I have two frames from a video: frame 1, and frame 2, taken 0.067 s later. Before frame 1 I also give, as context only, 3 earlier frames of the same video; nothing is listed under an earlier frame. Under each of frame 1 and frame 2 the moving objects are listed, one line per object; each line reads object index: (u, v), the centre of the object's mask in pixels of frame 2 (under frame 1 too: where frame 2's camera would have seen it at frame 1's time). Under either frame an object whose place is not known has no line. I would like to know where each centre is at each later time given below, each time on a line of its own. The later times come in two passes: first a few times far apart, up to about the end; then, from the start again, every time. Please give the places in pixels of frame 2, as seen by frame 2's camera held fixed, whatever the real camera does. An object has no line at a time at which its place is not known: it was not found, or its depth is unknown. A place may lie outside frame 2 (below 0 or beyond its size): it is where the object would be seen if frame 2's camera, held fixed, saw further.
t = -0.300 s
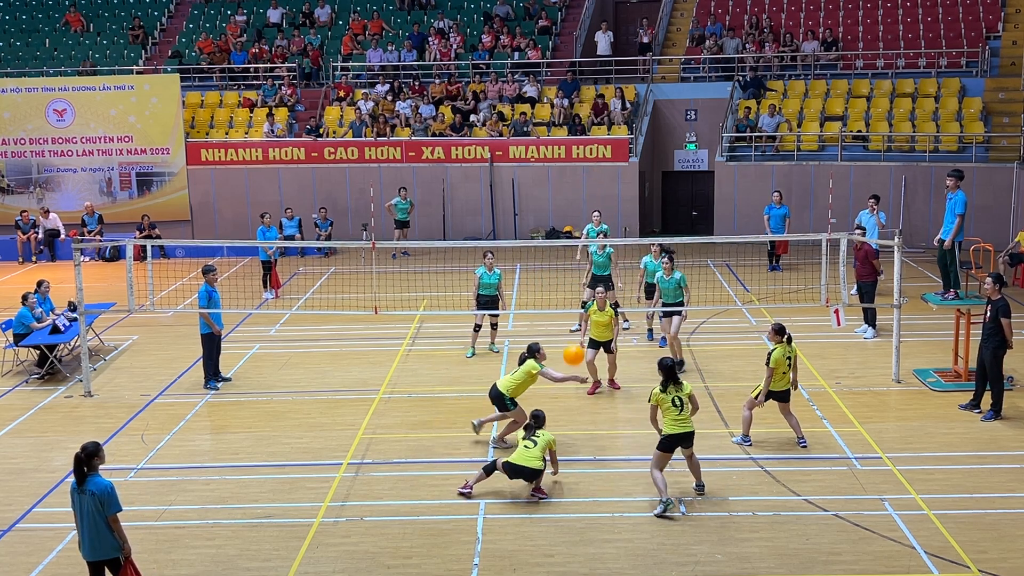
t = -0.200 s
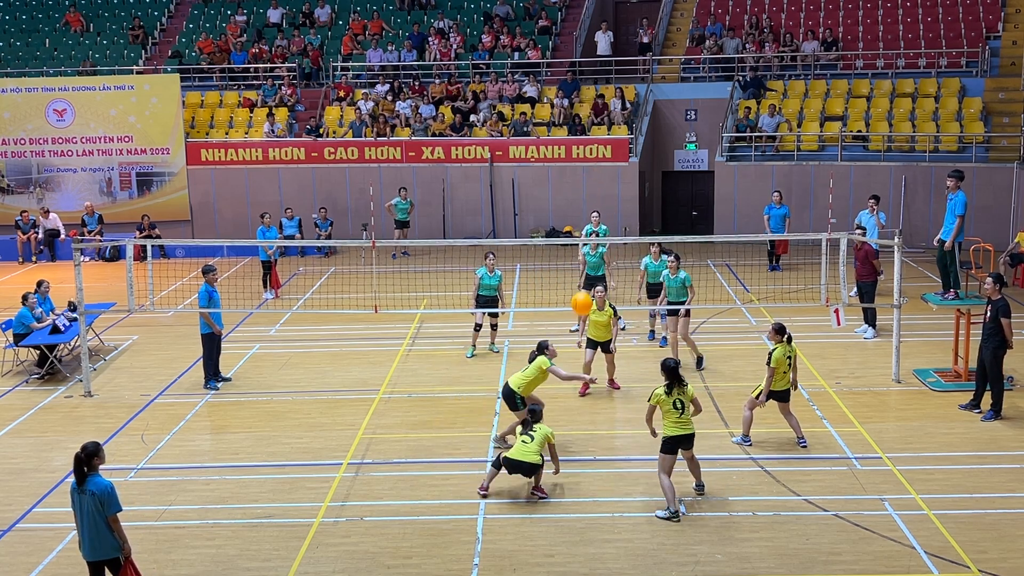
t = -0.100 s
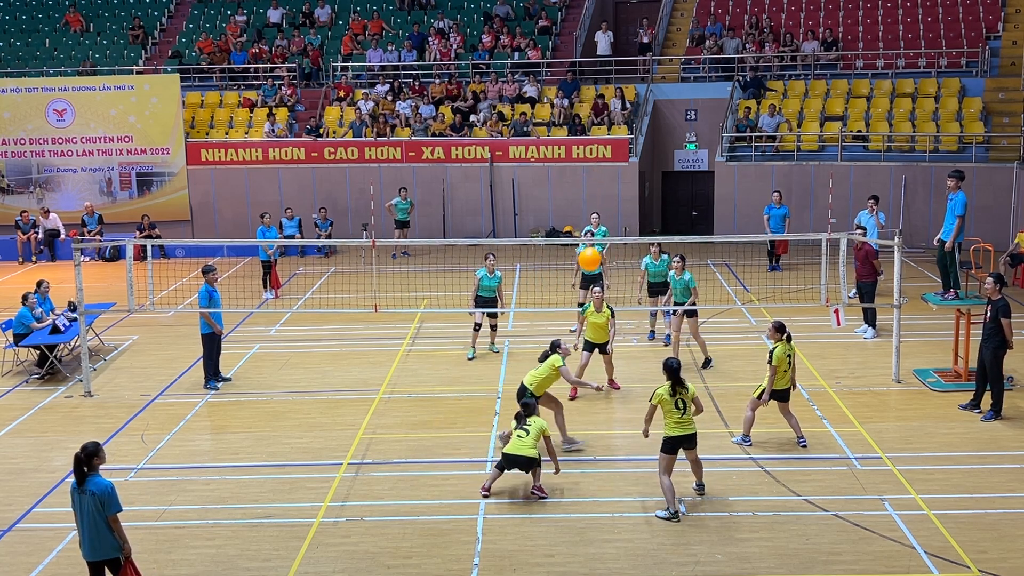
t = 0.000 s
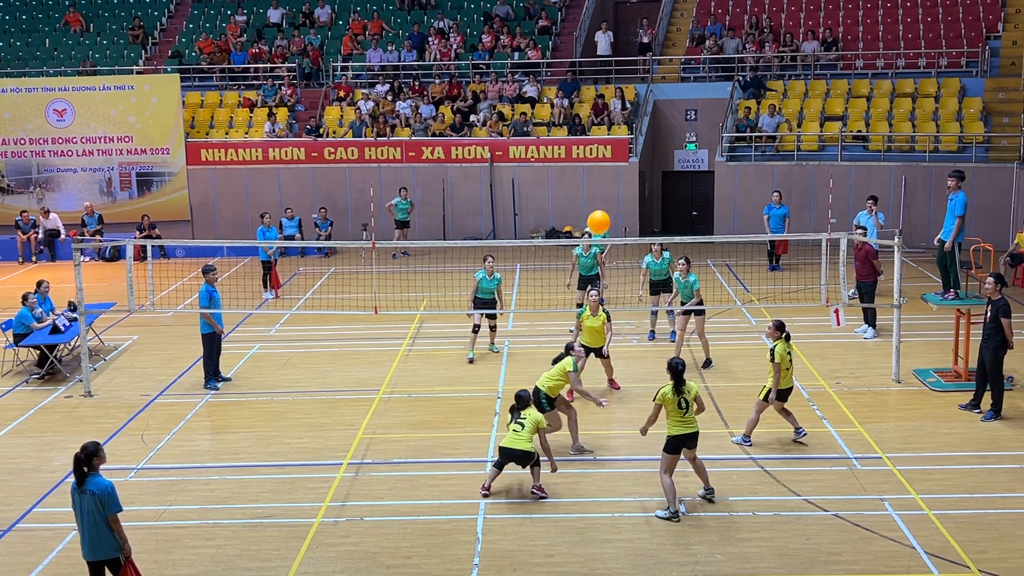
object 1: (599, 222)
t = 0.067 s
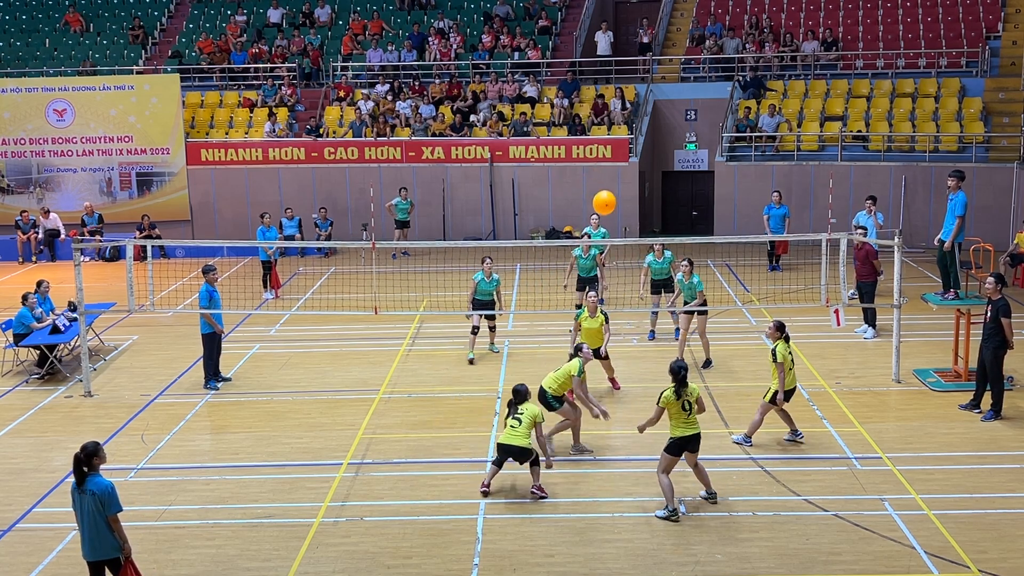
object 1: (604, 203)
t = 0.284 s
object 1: (624, 164)
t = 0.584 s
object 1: (651, 181)
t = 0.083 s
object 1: (606, 198)
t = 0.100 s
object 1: (607, 194)
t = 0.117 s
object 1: (609, 190)
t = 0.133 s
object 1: (610, 187)
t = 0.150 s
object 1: (612, 183)
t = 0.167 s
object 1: (613, 180)
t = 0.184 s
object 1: (615, 177)
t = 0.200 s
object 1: (616, 174)
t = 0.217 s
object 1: (618, 172)
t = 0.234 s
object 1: (619, 169)
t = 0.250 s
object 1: (621, 167)
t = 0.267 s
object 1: (622, 166)
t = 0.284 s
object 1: (624, 164)
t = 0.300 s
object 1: (625, 163)
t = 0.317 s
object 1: (627, 162)
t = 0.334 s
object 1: (628, 161)
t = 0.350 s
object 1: (630, 160)
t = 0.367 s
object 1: (631, 160)
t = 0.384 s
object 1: (633, 160)
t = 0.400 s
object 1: (634, 161)
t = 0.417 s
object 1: (636, 161)
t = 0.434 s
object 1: (637, 162)
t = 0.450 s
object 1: (639, 163)
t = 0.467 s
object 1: (640, 164)
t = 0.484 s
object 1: (642, 166)
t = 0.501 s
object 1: (644, 168)
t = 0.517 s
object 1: (645, 170)
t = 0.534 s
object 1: (647, 172)
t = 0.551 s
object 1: (648, 175)
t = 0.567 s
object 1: (650, 178)
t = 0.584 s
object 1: (651, 181)
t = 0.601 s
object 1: (653, 185)
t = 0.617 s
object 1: (654, 188)
